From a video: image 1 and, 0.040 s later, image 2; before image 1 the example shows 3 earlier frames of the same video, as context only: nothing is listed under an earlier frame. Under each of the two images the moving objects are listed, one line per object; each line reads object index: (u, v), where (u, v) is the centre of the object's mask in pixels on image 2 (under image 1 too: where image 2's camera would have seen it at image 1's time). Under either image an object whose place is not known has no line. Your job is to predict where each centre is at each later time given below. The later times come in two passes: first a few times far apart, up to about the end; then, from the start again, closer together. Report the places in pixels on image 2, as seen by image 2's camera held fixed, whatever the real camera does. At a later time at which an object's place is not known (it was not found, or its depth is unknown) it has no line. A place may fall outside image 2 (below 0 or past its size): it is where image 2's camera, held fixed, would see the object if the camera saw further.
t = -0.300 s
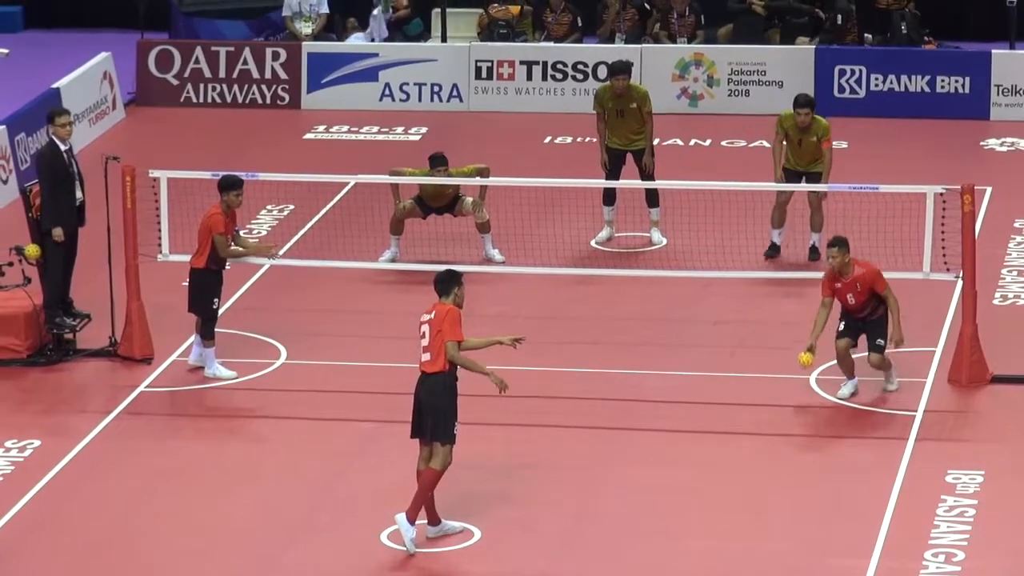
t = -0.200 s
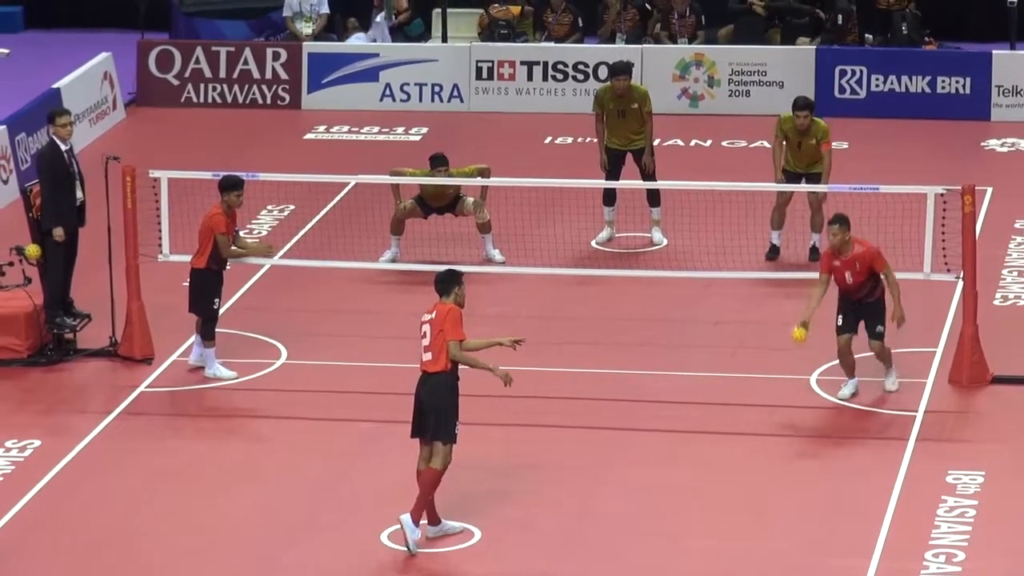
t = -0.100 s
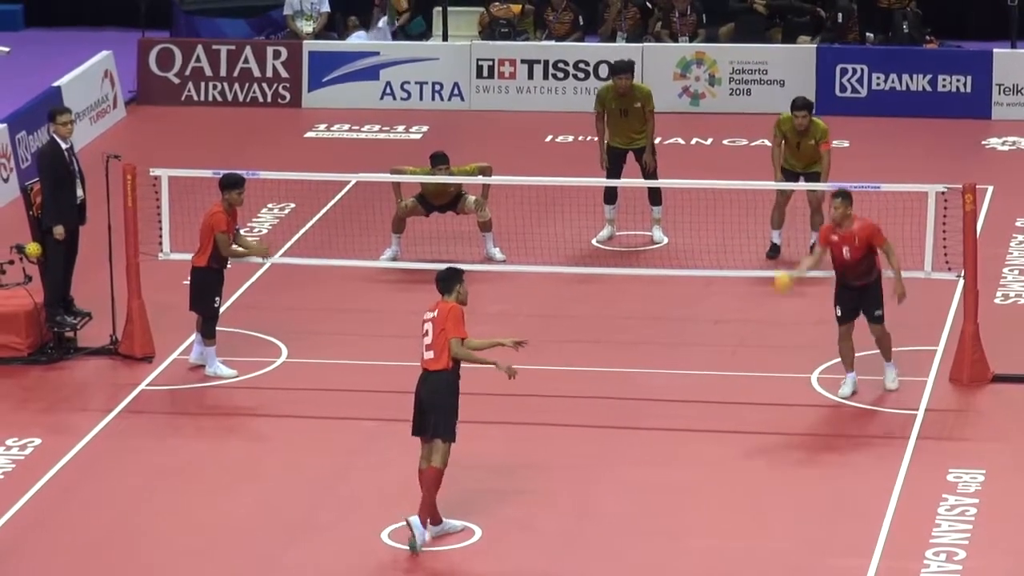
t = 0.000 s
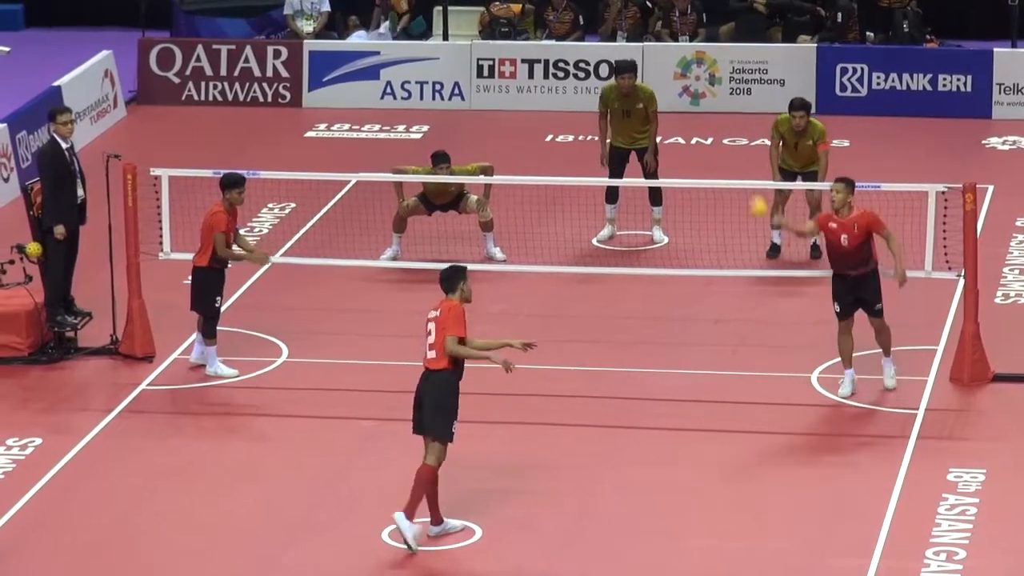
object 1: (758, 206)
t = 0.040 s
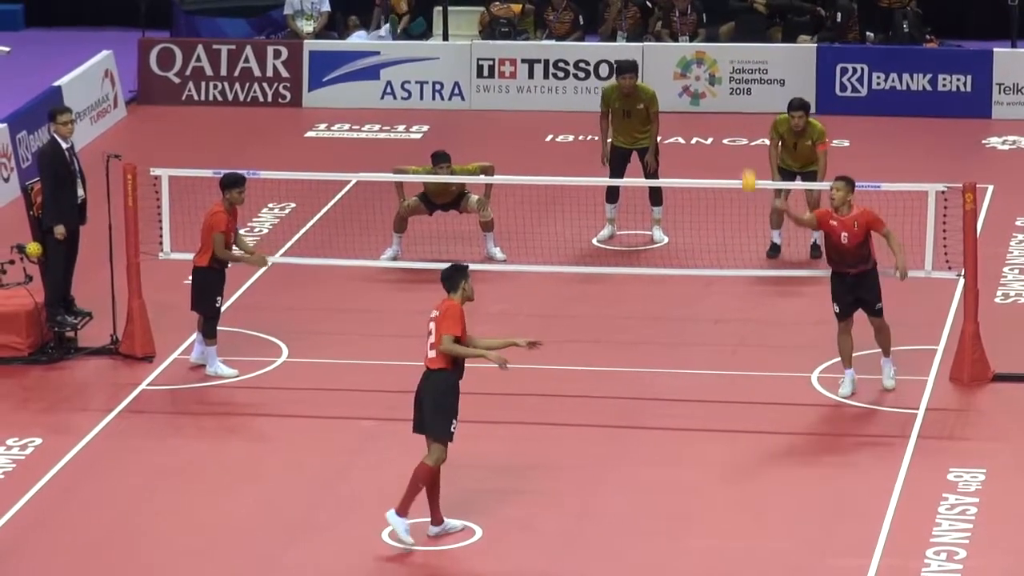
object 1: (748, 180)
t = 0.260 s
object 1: (696, 74)
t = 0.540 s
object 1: (629, 29)
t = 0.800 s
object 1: (565, 81)
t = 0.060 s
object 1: (744, 168)
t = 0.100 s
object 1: (735, 146)
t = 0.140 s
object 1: (725, 125)
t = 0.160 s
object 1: (720, 115)
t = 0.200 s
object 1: (710, 97)
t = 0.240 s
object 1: (701, 81)
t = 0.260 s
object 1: (696, 74)
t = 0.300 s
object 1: (687, 61)
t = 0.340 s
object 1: (677, 51)
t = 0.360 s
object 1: (673, 46)
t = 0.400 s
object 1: (663, 38)
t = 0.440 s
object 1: (653, 33)
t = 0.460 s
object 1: (648, 31)
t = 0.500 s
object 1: (639, 29)
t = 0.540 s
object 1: (629, 29)
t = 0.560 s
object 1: (625, 29)
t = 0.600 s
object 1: (614, 32)
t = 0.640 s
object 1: (605, 36)
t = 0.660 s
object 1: (600, 40)
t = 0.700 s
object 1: (589, 49)
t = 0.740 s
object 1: (580, 60)
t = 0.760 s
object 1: (574, 67)
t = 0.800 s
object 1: (565, 81)
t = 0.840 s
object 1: (556, 98)
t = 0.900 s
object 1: (541, 127)
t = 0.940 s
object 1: (531, 150)
